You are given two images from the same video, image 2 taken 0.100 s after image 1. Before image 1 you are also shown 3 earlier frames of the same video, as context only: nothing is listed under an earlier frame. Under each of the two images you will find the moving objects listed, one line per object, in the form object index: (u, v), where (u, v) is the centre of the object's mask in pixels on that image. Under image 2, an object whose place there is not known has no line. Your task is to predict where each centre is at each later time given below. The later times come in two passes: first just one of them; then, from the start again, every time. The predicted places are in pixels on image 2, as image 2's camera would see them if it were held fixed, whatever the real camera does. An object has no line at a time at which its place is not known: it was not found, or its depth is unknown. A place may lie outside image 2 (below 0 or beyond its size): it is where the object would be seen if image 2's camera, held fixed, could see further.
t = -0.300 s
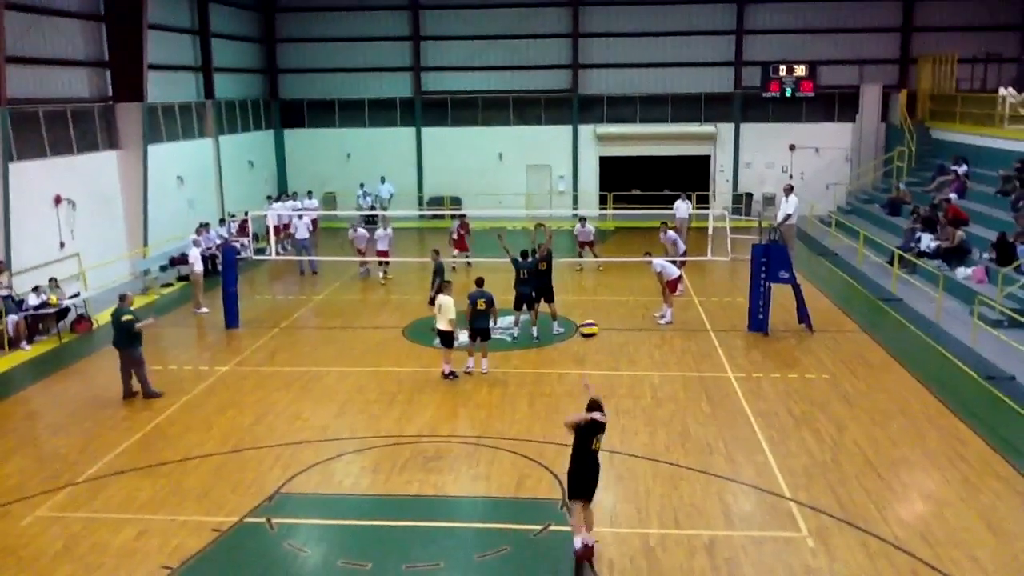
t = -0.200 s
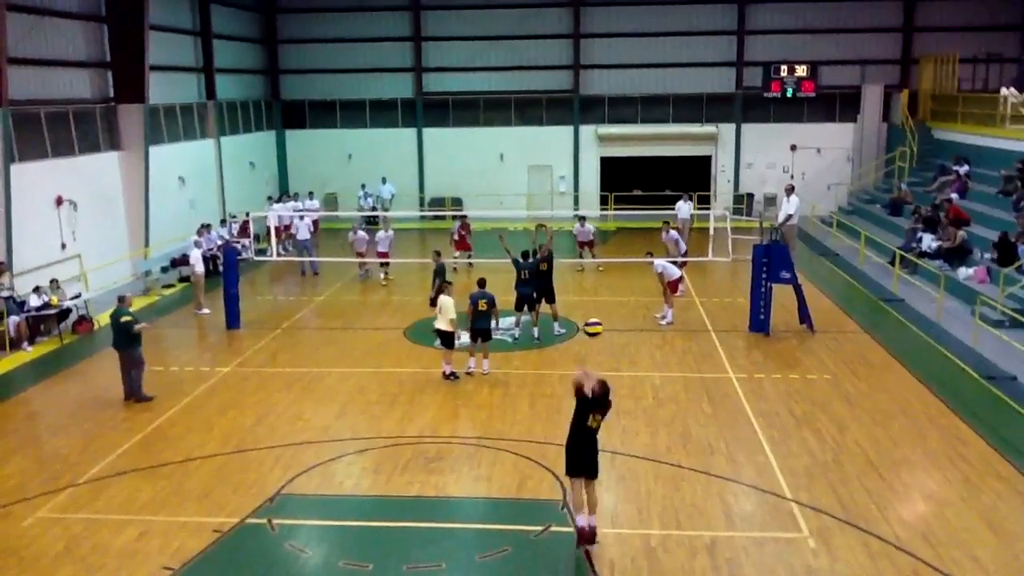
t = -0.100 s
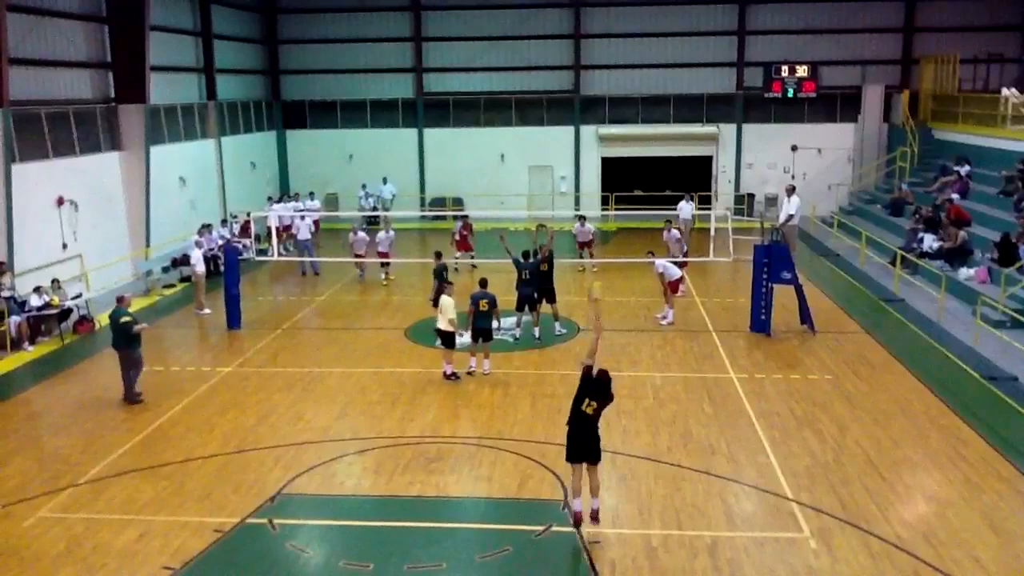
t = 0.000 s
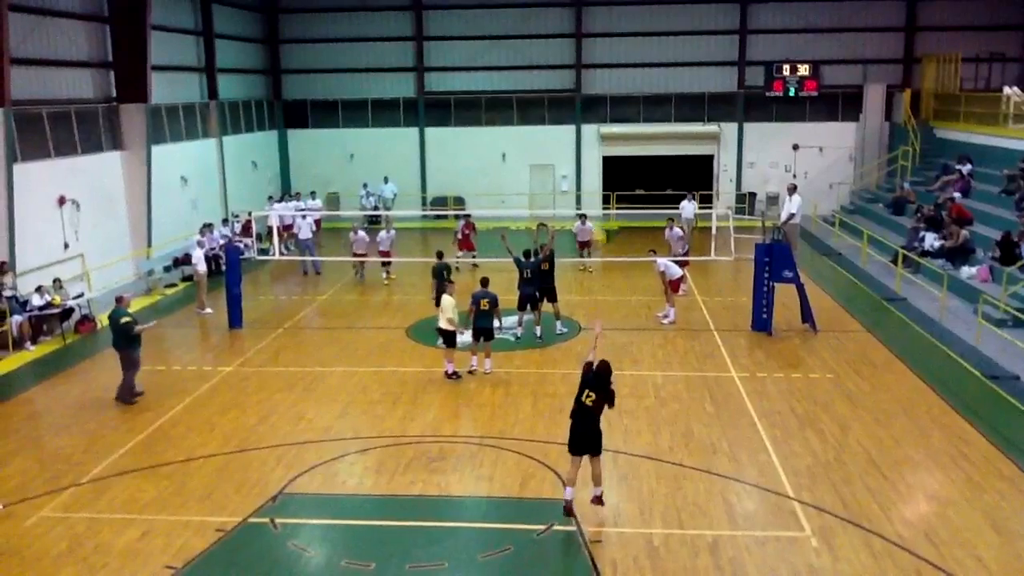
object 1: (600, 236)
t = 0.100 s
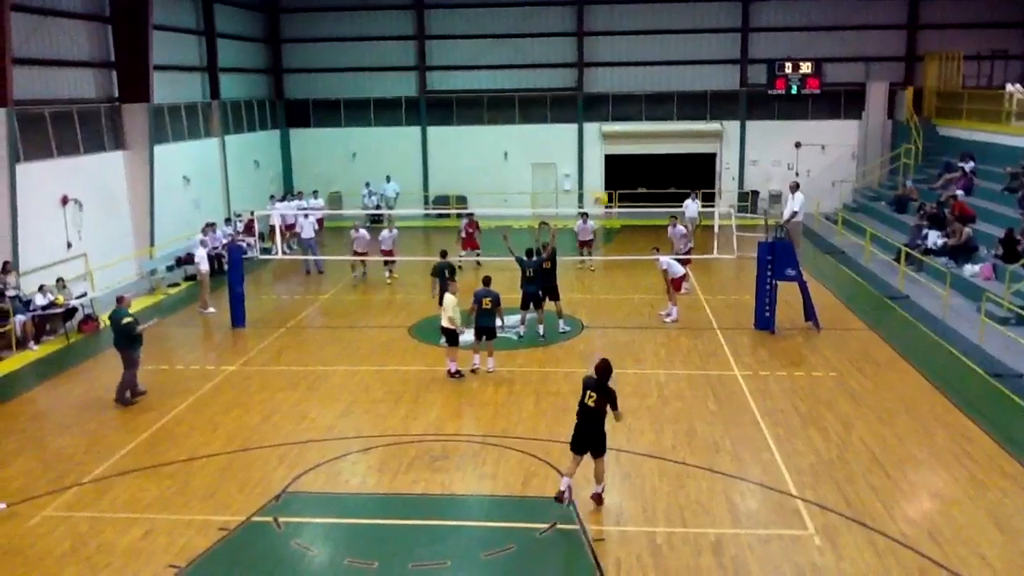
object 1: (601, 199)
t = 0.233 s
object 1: (602, 164)
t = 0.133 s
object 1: (601, 188)
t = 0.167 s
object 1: (602, 179)
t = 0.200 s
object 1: (602, 172)
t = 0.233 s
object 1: (602, 164)
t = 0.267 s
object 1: (602, 159)
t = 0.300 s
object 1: (601, 152)
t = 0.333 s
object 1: (601, 149)
